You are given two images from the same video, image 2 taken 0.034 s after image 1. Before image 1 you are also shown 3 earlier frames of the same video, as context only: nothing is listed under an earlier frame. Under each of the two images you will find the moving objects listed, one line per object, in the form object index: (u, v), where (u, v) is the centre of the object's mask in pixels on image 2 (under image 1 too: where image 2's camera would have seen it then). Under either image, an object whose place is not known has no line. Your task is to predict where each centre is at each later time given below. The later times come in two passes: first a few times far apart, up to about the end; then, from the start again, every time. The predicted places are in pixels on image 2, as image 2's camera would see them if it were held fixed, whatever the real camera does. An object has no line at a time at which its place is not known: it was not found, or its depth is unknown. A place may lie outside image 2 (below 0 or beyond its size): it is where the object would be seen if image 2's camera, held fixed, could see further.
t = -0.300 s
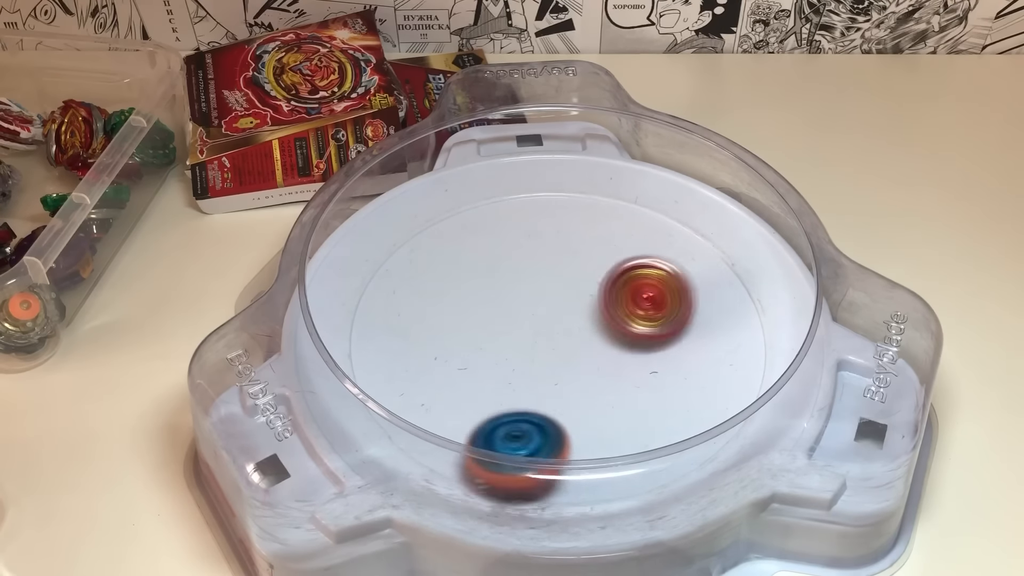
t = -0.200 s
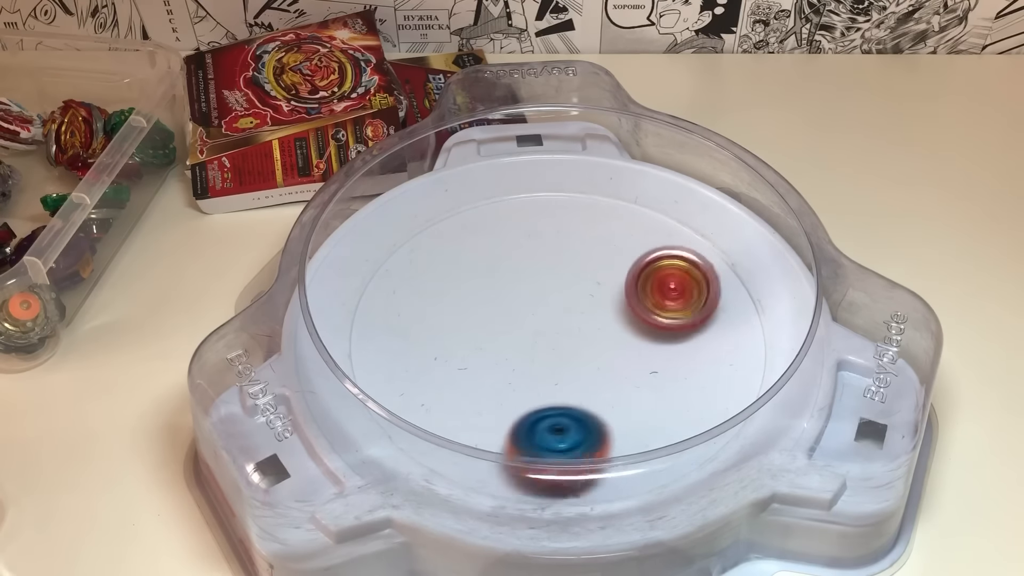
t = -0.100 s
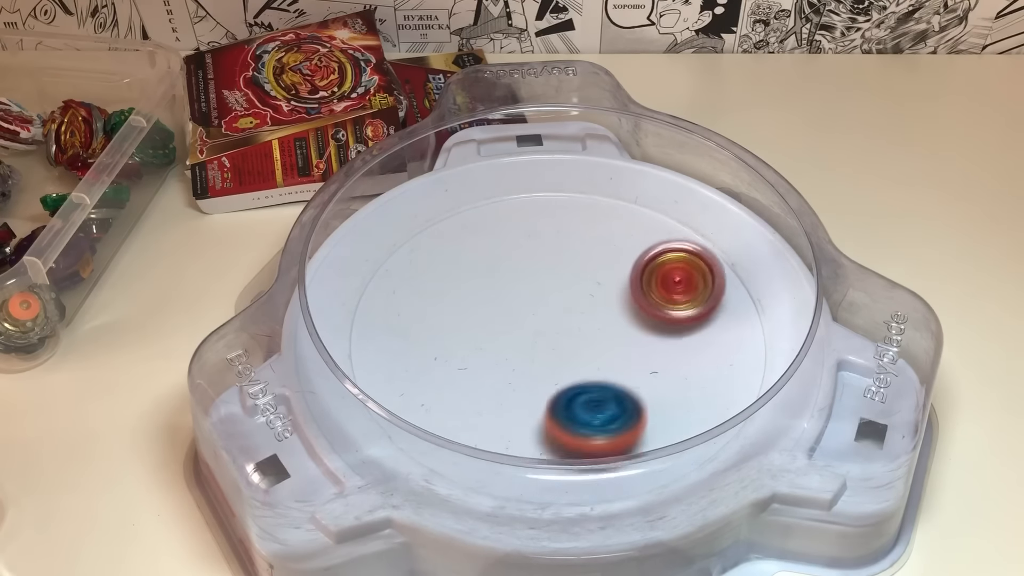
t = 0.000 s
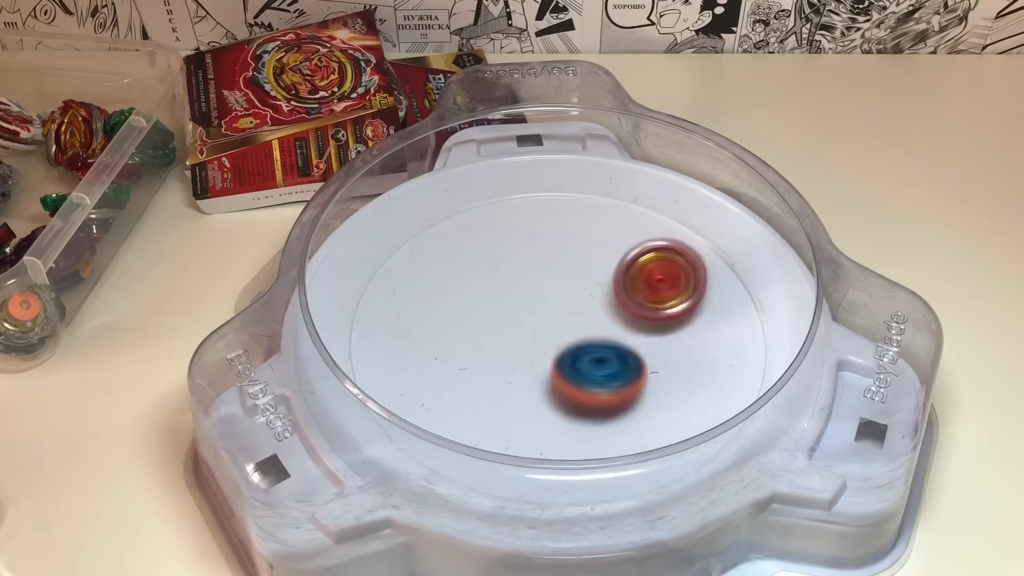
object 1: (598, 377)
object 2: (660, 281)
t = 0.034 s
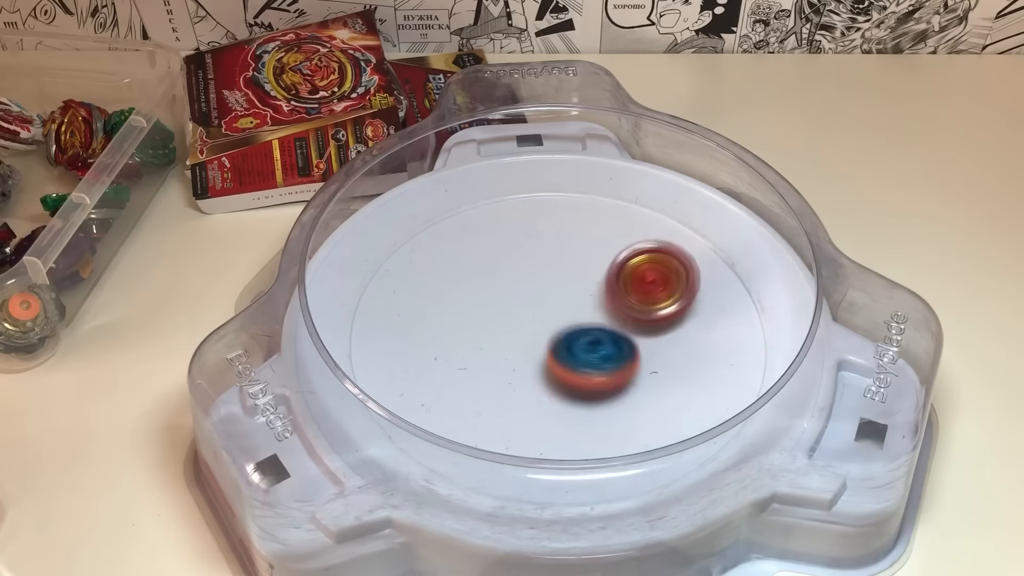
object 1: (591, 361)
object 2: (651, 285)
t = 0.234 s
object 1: (413, 319)
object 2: (700, 243)
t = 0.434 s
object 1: (362, 326)
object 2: (659, 262)
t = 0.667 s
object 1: (471, 357)
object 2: (560, 336)
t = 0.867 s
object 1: (446, 328)
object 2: (615, 383)
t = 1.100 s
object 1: (480, 291)
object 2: (601, 403)
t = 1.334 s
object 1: (535, 271)
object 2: (547, 369)
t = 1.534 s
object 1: (569, 264)
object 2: (496, 335)
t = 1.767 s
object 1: (590, 269)
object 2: (461, 307)
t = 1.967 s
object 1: (602, 286)
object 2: (477, 301)
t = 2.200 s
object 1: (621, 318)
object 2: (529, 299)
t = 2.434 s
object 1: (657, 340)
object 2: (552, 280)
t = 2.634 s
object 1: (650, 350)
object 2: (566, 270)
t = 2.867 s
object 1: (610, 364)
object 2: (558, 285)
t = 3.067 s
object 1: (565, 375)
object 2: (573, 299)
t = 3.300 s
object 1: (528, 384)
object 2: (589, 316)
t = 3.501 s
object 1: (512, 378)
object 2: (589, 327)
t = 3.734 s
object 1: (472, 368)
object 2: (585, 325)
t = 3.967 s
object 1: (480, 353)
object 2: (559, 317)
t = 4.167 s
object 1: (454, 339)
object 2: (586, 298)
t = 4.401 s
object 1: (498, 321)
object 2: (584, 296)
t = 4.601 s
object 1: (510, 284)
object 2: (622, 298)
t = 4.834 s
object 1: (524, 268)
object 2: (628, 313)
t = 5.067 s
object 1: (552, 283)
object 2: (606, 336)
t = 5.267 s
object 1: (560, 277)
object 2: (584, 365)
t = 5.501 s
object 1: (576, 299)
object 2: (554, 370)
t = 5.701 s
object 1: (598, 294)
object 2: (531, 359)
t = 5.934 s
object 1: (614, 295)
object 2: (513, 334)
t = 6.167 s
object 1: (615, 291)
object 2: (525, 299)
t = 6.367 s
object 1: (654, 319)
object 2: (517, 279)
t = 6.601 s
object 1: (655, 332)
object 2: (569, 298)
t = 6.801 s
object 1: (657, 365)
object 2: (574, 312)
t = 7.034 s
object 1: (616, 393)
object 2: (576, 333)
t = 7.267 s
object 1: (574, 414)
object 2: (546, 334)
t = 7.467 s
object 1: (529, 403)
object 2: (535, 324)
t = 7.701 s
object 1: (492, 380)
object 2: (541, 299)
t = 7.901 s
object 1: (484, 341)
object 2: (559, 294)
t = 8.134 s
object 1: (489, 296)
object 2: (578, 308)
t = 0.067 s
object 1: (578, 348)
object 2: (645, 286)
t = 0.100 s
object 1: (538, 341)
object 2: (664, 273)
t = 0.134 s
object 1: (500, 338)
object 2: (680, 263)
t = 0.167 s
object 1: (467, 331)
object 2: (689, 254)
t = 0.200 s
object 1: (438, 325)
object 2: (698, 247)
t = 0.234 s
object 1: (413, 319)
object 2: (700, 243)
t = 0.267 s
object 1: (395, 314)
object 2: (699, 242)
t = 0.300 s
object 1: (380, 313)
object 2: (696, 242)
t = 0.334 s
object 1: (369, 314)
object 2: (689, 244)
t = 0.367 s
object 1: (361, 316)
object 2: (682, 248)
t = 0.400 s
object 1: (358, 321)
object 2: (671, 255)
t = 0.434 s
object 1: (362, 326)
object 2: (659, 262)
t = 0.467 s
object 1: (369, 333)
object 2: (646, 271)
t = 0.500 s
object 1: (380, 340)
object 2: (630, 281)
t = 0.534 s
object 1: (394, 346)
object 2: (616, 291)
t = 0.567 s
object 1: (411, 352)
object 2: (601, 301)
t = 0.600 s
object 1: (430, 356)
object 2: (586, 312)
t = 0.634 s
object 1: (451, 357)
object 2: (572, 324)
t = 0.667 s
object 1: (471, 357)
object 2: (560, 336)
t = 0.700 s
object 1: (464, 355)
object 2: (573, 345)
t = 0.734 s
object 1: (457, 351)
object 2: (588, 354)
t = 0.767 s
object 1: (451, 346)
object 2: (600, 360)
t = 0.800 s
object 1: (448, 340)
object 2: (607, 372)
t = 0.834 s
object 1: (445, 334)
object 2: (612, 377)
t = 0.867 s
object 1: (446, 328)
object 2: (615, 383)
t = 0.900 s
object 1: (447, 322)
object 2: (616, 389)
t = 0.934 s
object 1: (451, 316)
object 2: (616, 396)
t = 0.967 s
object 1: (455, 313)
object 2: (616, 399)
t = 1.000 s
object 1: (460, 307)
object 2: (614, 402)
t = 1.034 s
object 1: (467, 301)
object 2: (611, 404)
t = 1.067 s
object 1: (472, 297)
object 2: (605, 404)
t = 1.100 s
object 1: (480, 291)
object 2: (601, 403)
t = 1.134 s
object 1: (487, 287)
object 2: (594, 401)
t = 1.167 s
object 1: (495, 285)
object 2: (587, 397)
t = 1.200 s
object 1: (503, 281)
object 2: (579, 395)
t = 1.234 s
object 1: (511, 279)
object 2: (570, 390)
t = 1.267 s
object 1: (520, 275)
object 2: (563, 384)
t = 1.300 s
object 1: (527, 273)
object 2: (554, 378)
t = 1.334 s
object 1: (535, 271)
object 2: (547, 369)
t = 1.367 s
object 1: (541, 270)
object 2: (539, 365)
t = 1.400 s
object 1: (548, 268)
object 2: (530, 357)
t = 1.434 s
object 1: (553, 267)
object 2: (520, 351)
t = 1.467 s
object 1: (559, 266)
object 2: (512, 346)
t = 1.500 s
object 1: (564, 265)
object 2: (504, 340)
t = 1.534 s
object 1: (569, 264)
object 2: (496, 335)
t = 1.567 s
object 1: (573, 264)
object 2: (487, 328)
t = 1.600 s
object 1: (577, 264)
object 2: (481, 323)
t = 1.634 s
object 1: (580, 264)
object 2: (476, 319)
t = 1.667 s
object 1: (583, 265)
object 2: (471, 315)
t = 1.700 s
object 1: (586, 266)
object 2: (466, 311)
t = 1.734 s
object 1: (588, 267)
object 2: (463, 309)
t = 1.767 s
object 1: (590, 269)
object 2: (461, 307)
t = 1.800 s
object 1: (593, 271)
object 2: (461, 304)
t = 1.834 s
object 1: (595, 273)
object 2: (461, 303)
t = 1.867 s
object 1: (597, 276)
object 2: (463, 302)
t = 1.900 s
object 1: (598, 279)
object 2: (467, 301)
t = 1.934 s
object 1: (600, 282)
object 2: (471, 301)
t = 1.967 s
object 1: (602, 286)
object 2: (477, 301)
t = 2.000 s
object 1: (604, 290)
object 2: (483, 301)
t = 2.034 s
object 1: (607, 295)
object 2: (490, 301)
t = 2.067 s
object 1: (609, 299)
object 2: (498, 300)
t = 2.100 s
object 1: (611, 304)
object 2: (507, 301)
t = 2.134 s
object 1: (614, 308)
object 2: (515, 301)
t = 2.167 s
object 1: (617, 312)
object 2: (522, 300)
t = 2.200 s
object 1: (621, 318)
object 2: (529, 299)
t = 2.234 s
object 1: (627, 322)
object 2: (534, 297)
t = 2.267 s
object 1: (634, 327)
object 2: (538, 294)
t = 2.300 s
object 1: (640, 331)
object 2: (541, 292)
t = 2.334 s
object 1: (645, 333)
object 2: (543, 289)
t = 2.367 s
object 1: (650, 336)
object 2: (545, 285)
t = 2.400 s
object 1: (654, 338)
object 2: (548, 282)
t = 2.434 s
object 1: (657, 340)
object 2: (552, 280)
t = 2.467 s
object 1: (658, 343)
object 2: (555, 278)
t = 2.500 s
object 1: (659, 344)
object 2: (558, 275)
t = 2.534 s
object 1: (658, 346)
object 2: (560, 273)
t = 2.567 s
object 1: (656, 347)
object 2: (564, 271)
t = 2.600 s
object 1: (653, 349)
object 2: (565, 271)
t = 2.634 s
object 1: (650, 350)
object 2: (566, 270)
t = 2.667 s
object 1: (647, 351)
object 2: (565, 271)
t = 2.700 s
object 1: (642, 353)
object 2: (564, 274)
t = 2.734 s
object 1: (637, 355)
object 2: (563, 276)
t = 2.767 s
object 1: (630, 358)
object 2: (561, 278)
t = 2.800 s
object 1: (624, 360)
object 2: (559, 281)
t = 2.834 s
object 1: (617, 361)
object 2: (558, 282)
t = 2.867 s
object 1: (610, 364)
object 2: (558, 285)
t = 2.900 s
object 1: (603, 365)
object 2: (559, 288)
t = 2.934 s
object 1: (595, 368)
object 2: (561, 289)
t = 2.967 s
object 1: (587, 370)
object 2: (563, 292)
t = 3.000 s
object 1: (580, 371)
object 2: (566, 294)
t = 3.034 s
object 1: (573, 373)
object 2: (569, 296)
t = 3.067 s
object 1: (565, 375)
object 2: (573, 299)
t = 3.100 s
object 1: (558, 377)
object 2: (577, 301)
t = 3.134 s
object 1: (552, 379)
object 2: (581, 303)
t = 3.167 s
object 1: (546, 381)
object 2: (583, 305)
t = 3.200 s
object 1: (541, 382)
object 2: (585, 308)
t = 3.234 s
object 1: (537, 383)
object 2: (587, 310)
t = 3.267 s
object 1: (532, 384)
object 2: (588, 313)
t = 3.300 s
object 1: (528, 384)
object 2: (589, 316)
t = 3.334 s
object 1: (525, 384)
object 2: (589, 318)
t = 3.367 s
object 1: (522, 384)
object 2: (589, 320)
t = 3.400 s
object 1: (519, 383)
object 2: (590, 323)
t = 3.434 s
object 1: (517, 381)
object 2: (590, 324)
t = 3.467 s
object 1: (515, 380)
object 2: (589, 325)
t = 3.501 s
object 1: (512, 378)
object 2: (589, 327)
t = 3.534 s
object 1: (510, 376)
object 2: (588, 329)
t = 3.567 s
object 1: (504, 374)
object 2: (590, 329)
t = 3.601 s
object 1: (495, 372)
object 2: (593, 329)
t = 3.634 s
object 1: (487, 371)
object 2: (593, 328)
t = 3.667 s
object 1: (480, 370)
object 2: (591, 327)
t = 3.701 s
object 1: (476, 369)
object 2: (588, 327)
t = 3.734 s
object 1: (472, 368)
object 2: (585, 325)
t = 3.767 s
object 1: (470, 366)
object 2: (581, 324)
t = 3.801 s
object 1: (469, 364)
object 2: (578, 323)
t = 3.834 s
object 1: (469, 363)
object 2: (574, 322)
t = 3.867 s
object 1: (470, 362)
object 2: (570, 321)
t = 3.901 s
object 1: (473, 359)
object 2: (566, 319)
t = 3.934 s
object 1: (476, 357)
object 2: (562, 318)
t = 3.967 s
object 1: (480, 353)
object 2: (559, 317)
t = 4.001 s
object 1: (477, 350)
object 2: (560, 316)
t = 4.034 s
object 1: (468, 346)
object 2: (569, 309)
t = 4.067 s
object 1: (461, 343)
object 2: (577, 306)
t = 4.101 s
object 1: (457, 341)
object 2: (581, 303)
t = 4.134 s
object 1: (455, 340)
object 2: (585, 300)
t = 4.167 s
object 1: (454, 339)
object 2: (586, 298)
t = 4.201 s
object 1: (457, 339)
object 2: (587, 297)
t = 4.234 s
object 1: (461, 337)
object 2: (587, 296)
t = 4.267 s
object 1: (467, 336)
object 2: (587, 296)
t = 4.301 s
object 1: (474, 333)
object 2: (586, 295)
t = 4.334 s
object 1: (482, 330)
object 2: (585, 295)
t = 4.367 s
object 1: (490, 326)
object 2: (584, 295)
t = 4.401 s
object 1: (498, 321)
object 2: (584, 296)
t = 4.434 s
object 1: (501, 315)
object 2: (591, 297)
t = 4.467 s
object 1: (501, 309)
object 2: (601, 297)
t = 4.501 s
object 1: (502, 303)
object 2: (609, 296)
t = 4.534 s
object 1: (505, 295)
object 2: (614, 296)
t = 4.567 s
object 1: (508, 289)
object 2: (618, 297)
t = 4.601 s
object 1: (510, 284)
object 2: (622, 298)
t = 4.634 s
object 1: (512, 280)
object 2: (625, 299)
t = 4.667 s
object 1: (515, 276)
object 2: (627, 301)
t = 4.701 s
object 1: (517, 273)
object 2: (628, 302)
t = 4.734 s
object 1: (519, 271)
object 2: (630, 304)
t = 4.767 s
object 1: (520, 270)
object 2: (630, 307)
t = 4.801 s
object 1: (522, 268)
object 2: (629, 310)
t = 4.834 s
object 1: (524, 268)
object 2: (628, 313)
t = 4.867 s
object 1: (526, 269)
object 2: (626, 315)
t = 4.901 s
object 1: (528, 271)
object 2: (624, 318)
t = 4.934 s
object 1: (532, 273)
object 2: (621, 322)
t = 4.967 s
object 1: (536, 275)
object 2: (618, 325)
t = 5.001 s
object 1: (541, 278)
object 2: (614, 329)
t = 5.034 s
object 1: (547, 281)
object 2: (610, 332)
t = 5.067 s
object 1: (552, 283)
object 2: (606, 336)
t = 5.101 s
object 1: (556, 281)
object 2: (603, 344)
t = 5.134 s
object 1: (557, 279)
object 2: (600, 352)
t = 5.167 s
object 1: (559, 277)
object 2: (597, 357)
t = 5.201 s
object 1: (559, 276)
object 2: (593, 360)
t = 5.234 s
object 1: (560, 276)
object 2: (589, 363)
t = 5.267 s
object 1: (560, 277)
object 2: (584, 365)
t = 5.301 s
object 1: (560, 278)
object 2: (579, 366)
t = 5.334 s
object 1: (560, 282)
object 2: (574, 367)
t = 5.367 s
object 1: (561, 286)
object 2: (569, 368)
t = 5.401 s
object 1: (563, 291)
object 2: (565, 368)
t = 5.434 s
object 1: (565, 297)
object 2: (562, 366)
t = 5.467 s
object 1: (570, 299)
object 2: (560, 367)
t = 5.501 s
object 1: (576, 299)
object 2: (554, 370)
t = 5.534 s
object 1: (582, 298)
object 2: (549, 371)
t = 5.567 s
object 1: (587, 297)
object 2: (544, 369)
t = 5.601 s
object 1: (591, 297)
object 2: (539, 367)
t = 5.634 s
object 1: (595, 295)
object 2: (535, 365)
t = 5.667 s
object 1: (597, 294)
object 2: (533, 362)
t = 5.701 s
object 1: (598, 294)
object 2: (531, 359)
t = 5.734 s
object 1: (598, 294)
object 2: (530, 355)
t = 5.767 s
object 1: (598, 295)
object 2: (530, 352)
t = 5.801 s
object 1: (596, 297)
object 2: (530, 348)
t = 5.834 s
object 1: (594, 299)
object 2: (531, 344)
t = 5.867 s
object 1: (599, 299)
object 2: (526, 343)
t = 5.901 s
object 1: (608, 296)
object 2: (518, 339)
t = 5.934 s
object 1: (614, 295)
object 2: (513, 334)
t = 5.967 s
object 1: (619, 294)
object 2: (511, 330)
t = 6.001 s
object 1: (622, 292)
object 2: (510, 324)
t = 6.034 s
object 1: (624, 289)
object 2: (511, 318)
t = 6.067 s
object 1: (624, 288)
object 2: (513, 312)
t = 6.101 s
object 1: (623, 288)
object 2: (516, 307)
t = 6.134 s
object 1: (619, 289)
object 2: (520, 302)
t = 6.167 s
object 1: (615, 291)
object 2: (525, 299)
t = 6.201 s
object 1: (615, 295)
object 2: (527, 296)
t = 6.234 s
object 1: (625, 302)
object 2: (519, 290)
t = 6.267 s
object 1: (634, 308)
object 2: (515, 285)
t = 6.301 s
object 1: (642, 313)
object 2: (513, 280)
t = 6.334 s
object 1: (649, 316)
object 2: (513, 279)
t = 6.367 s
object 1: (654, 319)
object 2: (517, 279)
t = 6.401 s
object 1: (658, 322)
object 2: (523, 279)
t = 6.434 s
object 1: (660, 324)
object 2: (531, 281)
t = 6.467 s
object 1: (662, 326)
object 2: (536, 283)
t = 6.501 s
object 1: (662, 327)
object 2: (544, 285)
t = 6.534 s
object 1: (660, 329)
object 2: (552, 290)
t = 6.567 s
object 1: (658, 330)
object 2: (561, 295)
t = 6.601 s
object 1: (655, 332)
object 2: (569, 298)
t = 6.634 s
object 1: (657, 339)
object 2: (569, 297)
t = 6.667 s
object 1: (660, 345)
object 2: (568, 299)
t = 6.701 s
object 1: (661, 352)
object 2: (570, 302)
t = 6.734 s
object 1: (661, 357)
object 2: (572, 304)
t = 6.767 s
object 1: (659, 361)
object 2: (574, 307)
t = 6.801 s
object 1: (657, 365)
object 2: (574, 312)
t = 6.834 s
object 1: (653, 368)
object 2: (576, 317)
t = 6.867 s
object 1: (647, 371)
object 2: (578, 322)
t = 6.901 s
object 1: (644, 377)
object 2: (576, 316)
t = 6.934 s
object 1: (639, 382)
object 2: (573, 317)
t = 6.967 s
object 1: (632, 386)
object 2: (559, 322)
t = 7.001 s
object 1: (624, 389)
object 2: (542, 325)
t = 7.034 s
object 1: (616, 393)
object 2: (576, 333)
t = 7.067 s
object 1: (609, 400)
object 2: (572, 330)
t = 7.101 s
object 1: (603, 406)
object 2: (568, 329)
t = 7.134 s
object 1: (597, 410)
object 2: (565, 329)
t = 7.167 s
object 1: (591, 414)
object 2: (561, 331)
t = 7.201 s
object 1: (585, 415)
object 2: (555, 332)
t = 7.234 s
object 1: (579, 415)
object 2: (551, 333)
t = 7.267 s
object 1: (574, 414)
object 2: (546, 334)
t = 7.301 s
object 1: (567, 412)
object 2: (541, 334)
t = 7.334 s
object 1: (561, 409)
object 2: (537, 334)
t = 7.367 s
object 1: (554, 405)
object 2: (533, 334)
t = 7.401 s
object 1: (547, 401)
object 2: (531, 336)
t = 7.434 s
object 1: (538, 402)
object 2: (532, 331)
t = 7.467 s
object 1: (529, 403)
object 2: (535, 324)
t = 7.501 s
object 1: (521, 403)
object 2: (536, 319)
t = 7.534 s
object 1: (514, 402)
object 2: (537, 315)
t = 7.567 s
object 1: (508, 399)
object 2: (537, 311)
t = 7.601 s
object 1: (503, 396)
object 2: (537, 308)
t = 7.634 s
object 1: (498, 392)
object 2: (538, 305)
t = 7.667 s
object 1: (495, 386)
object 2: (539, 302)
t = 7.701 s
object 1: (492, 380)
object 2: (541, 299)
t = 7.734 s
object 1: (489, 374)
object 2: (544, 296)
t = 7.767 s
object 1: (487, 368)
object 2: (546, 295)
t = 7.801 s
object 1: (486, 361)
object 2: (549, 294)
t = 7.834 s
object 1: (485, 354)
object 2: (552, 293)
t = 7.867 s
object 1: (485, 347)
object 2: (556, 293)
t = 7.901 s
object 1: (484, 341)
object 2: (559, 294)
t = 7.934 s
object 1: (484, 334)
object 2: (562, 295)
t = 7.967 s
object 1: (484, 327)
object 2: (565, 296)
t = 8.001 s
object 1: (484, 320)
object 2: (568, 298)
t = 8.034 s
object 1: (485, 314)
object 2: (571, 300)
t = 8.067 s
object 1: (486, 308)
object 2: (574, 303)
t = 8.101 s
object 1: (488, 302)
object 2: (577, 305)
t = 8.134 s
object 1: (489, 296)
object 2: (578, 308)
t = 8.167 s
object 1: (492, 291)
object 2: (579, 312)
